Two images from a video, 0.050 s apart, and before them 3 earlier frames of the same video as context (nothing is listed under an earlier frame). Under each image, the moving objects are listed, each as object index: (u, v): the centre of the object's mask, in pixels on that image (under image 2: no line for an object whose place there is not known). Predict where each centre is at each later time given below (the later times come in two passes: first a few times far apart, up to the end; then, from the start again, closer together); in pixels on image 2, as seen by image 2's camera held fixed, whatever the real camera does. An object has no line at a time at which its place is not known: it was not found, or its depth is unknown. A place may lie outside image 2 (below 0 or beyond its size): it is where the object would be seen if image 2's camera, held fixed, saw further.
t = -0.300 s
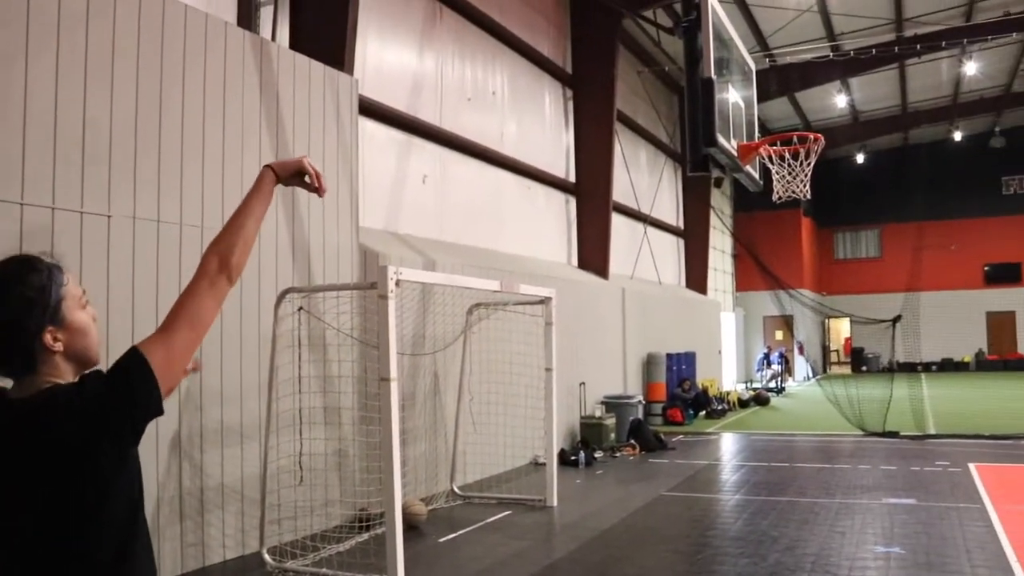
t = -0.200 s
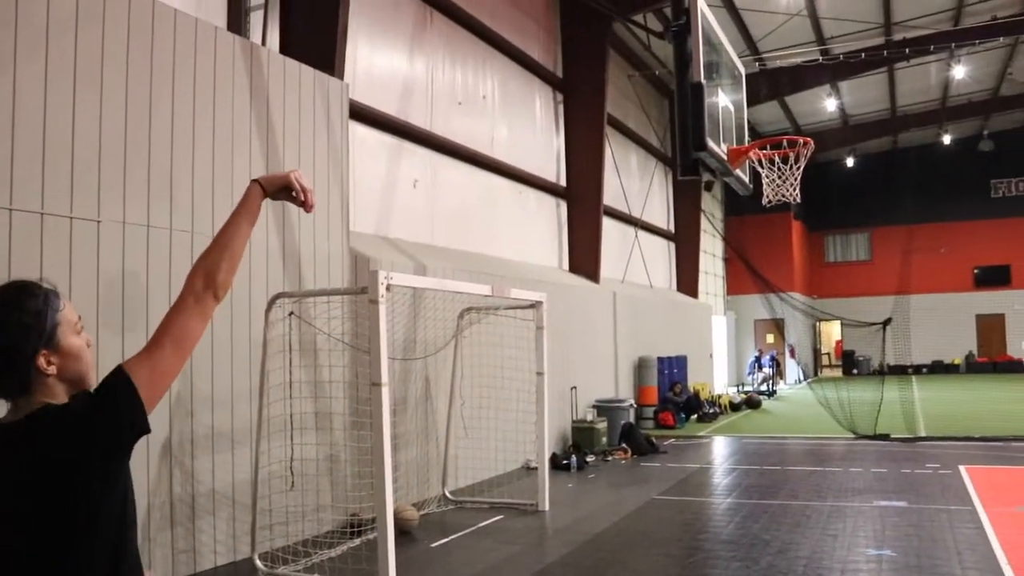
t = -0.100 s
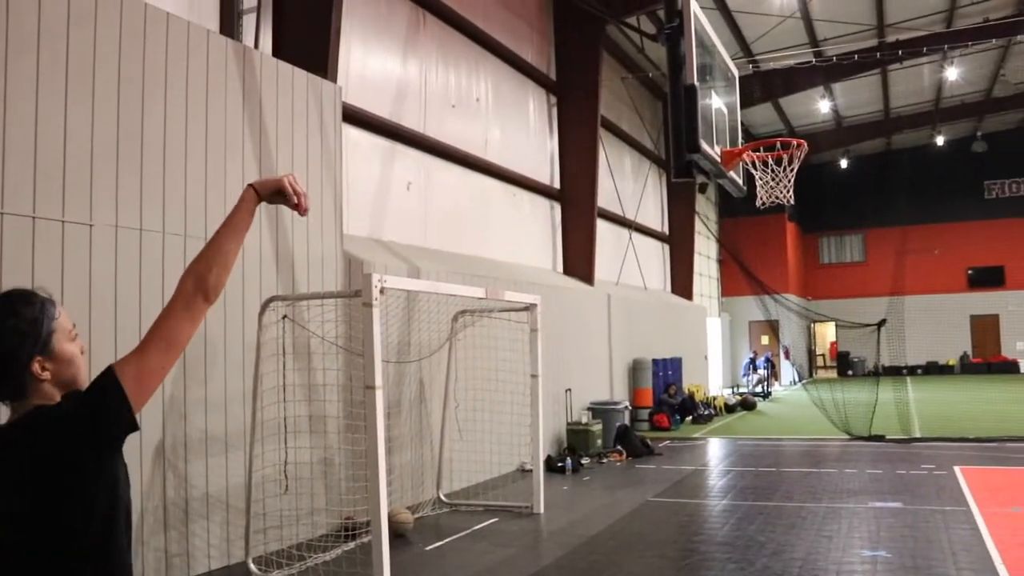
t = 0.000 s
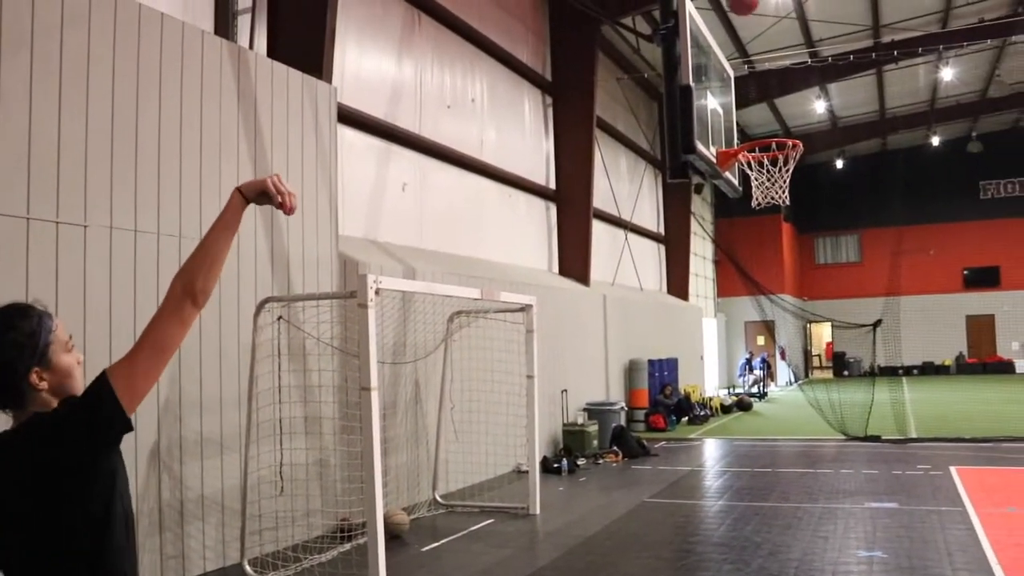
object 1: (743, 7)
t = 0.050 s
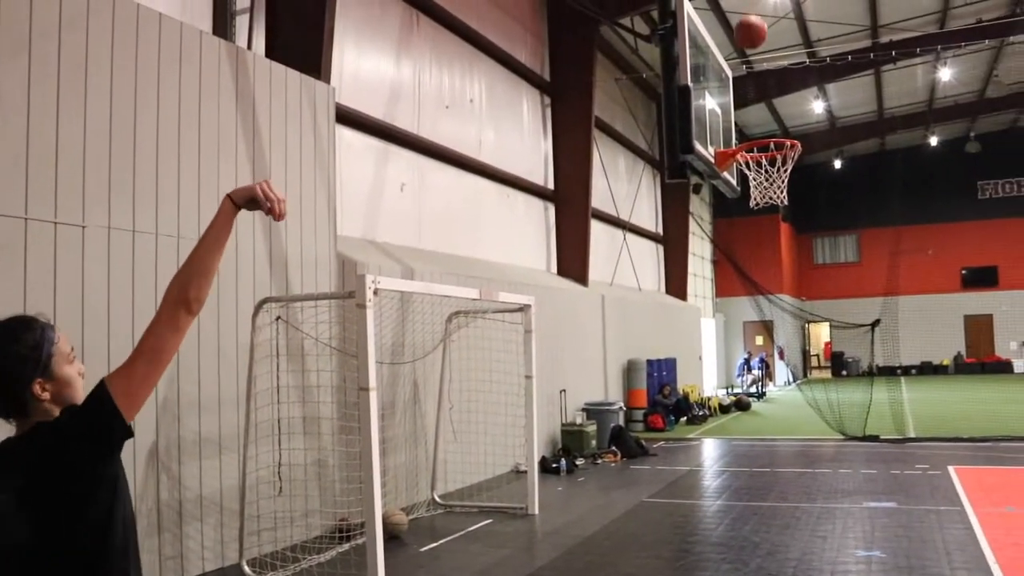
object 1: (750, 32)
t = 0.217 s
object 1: (775, 148)
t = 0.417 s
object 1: (772, 195)
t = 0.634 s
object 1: (811, 284)
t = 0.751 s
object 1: (833, 360)
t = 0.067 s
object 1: (754, 43)
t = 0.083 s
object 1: (757, 55)
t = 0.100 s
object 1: (759, 67)
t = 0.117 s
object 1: (762, 80)
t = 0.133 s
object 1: (764, 91)
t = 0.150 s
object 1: (768, 104)
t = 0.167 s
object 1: (771, 116)
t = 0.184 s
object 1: (773, 127)
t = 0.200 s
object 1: (777, 138)
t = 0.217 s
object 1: (775, 148)
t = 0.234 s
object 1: (772, 153)
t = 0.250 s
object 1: (766, 156)
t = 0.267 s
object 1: (757, 160)
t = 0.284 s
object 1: (754, 161)
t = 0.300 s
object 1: (752, 165)
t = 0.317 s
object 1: (754, 169)
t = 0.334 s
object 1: (760, 175)
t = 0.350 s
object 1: (762, 178)
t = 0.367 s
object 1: (763, 180)
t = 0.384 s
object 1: (766, 182)
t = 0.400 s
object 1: (770, 193)
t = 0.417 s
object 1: (772, 195)
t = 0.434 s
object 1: (774, 197)
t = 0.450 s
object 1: (777, 201)
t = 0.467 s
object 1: (781, 207)
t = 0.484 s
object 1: (784, 213)
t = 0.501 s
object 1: (787, 220)
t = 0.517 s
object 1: (789, 226)
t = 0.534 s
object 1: (792, 234)
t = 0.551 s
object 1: (795, 241)
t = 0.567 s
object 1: (798, 249)
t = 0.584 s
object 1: (801, 256)
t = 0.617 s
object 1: (807, 274)
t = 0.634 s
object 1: (811, 284)
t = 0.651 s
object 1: (814, 294)
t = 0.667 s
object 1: (817, 304)
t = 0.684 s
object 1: (820, 314)
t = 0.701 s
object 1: (823, 326)
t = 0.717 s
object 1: (827, 337)
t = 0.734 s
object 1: (830, 349)
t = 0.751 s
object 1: (833, 360)
